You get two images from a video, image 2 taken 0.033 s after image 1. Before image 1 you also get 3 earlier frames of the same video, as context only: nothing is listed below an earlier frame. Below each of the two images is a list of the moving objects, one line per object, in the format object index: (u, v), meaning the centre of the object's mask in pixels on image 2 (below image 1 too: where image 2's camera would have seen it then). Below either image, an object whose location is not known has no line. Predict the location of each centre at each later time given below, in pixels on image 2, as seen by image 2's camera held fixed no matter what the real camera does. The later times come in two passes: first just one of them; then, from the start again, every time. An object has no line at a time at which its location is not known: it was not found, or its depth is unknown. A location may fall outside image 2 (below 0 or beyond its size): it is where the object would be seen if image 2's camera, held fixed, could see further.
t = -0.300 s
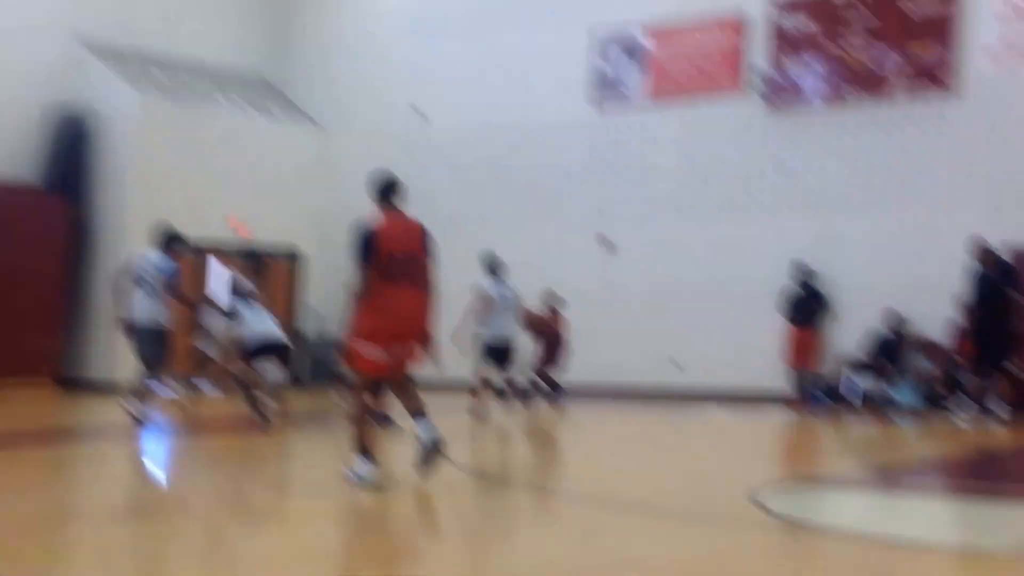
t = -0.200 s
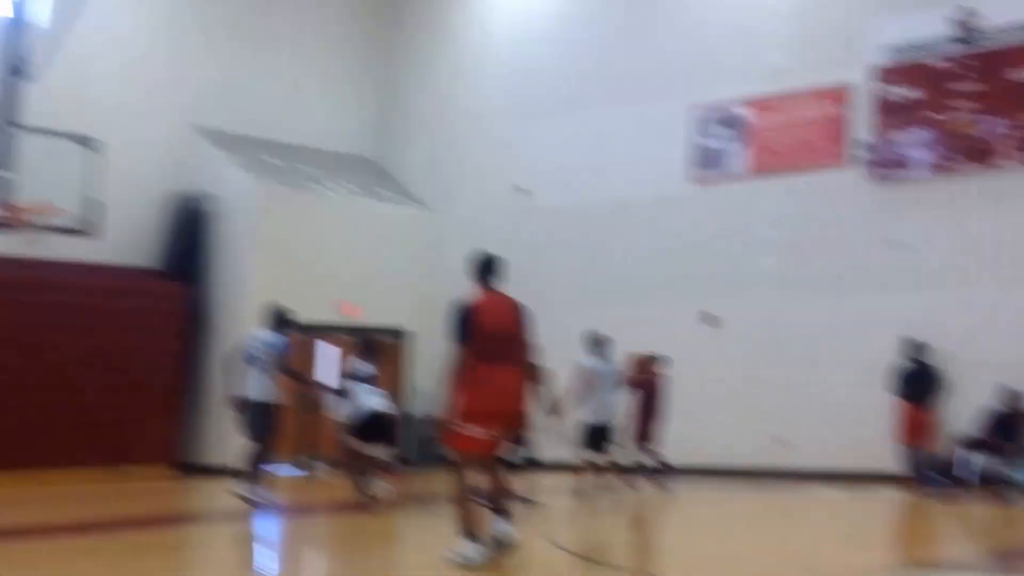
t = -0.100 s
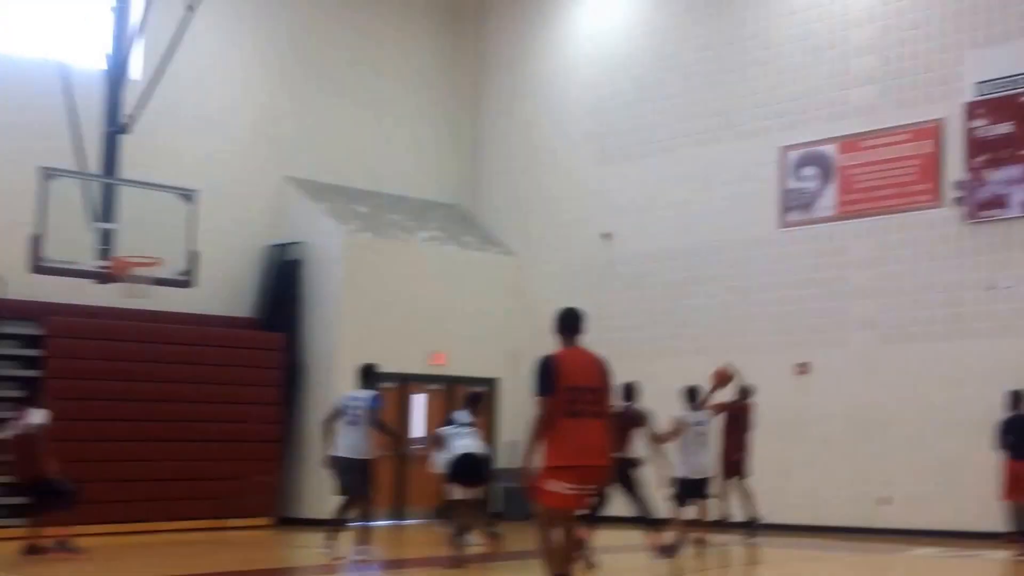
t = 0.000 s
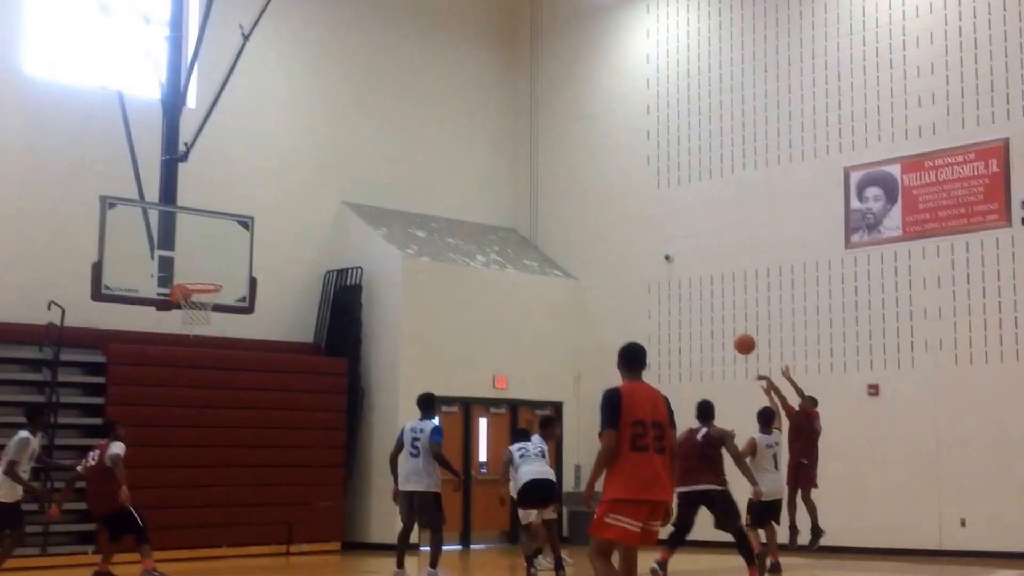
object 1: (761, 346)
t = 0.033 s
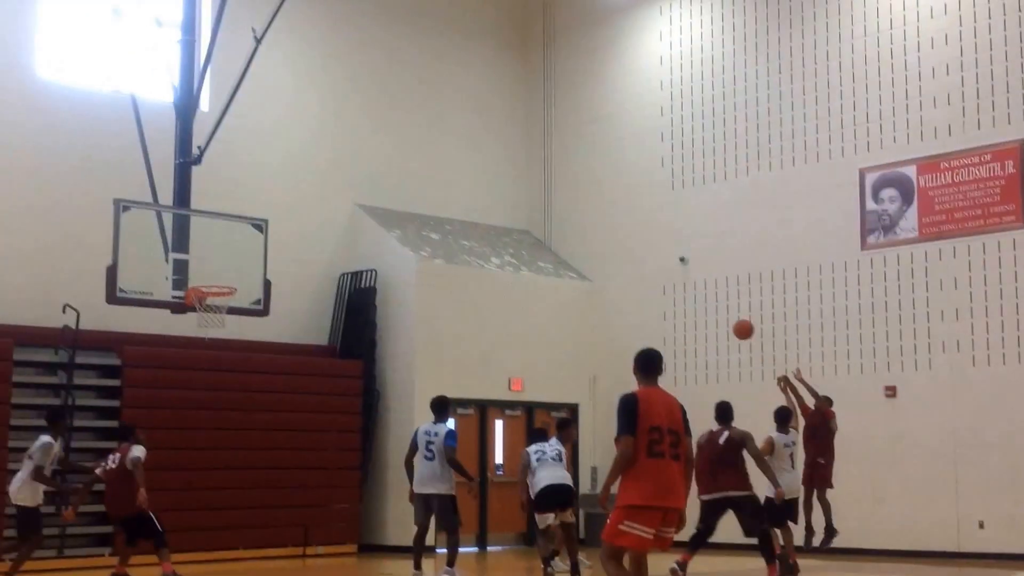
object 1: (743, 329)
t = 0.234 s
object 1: (635, 251)
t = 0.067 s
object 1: (725, 314)
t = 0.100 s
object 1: (707, 299)
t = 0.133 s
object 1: (689, 285)
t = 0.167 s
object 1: (671, 273)
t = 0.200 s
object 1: (654, 261)
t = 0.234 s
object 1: (635, 251)
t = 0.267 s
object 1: (619, 240)
